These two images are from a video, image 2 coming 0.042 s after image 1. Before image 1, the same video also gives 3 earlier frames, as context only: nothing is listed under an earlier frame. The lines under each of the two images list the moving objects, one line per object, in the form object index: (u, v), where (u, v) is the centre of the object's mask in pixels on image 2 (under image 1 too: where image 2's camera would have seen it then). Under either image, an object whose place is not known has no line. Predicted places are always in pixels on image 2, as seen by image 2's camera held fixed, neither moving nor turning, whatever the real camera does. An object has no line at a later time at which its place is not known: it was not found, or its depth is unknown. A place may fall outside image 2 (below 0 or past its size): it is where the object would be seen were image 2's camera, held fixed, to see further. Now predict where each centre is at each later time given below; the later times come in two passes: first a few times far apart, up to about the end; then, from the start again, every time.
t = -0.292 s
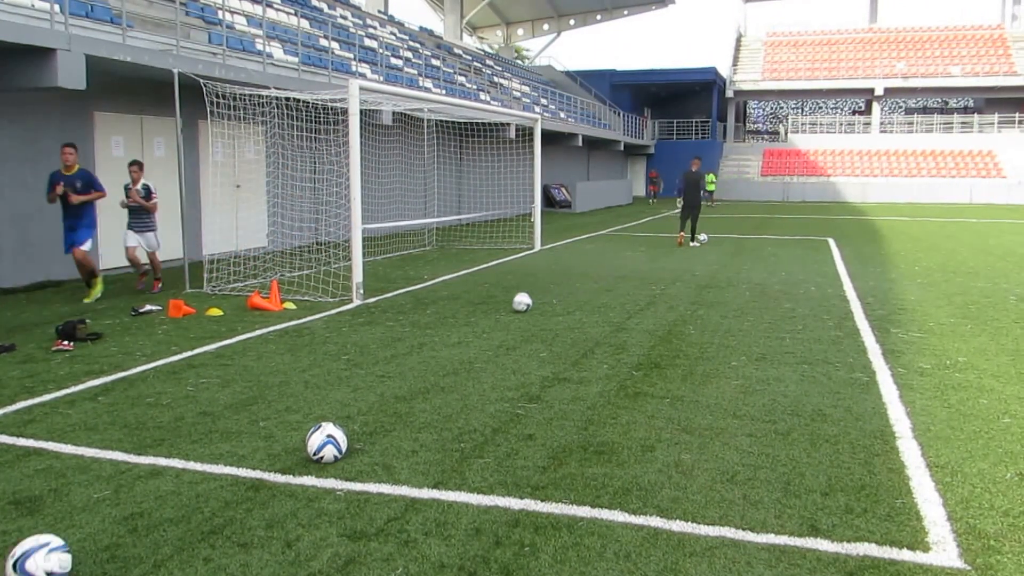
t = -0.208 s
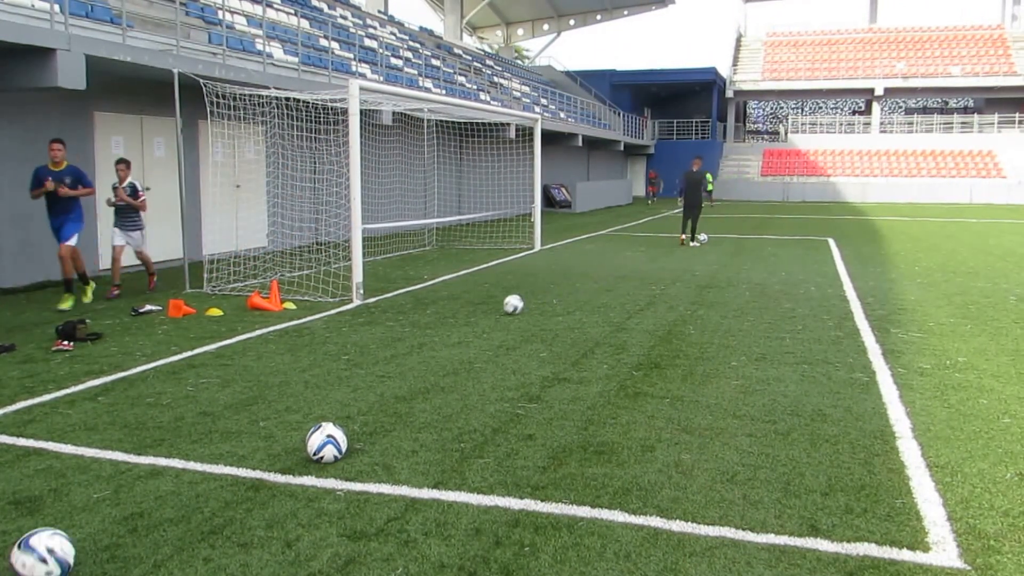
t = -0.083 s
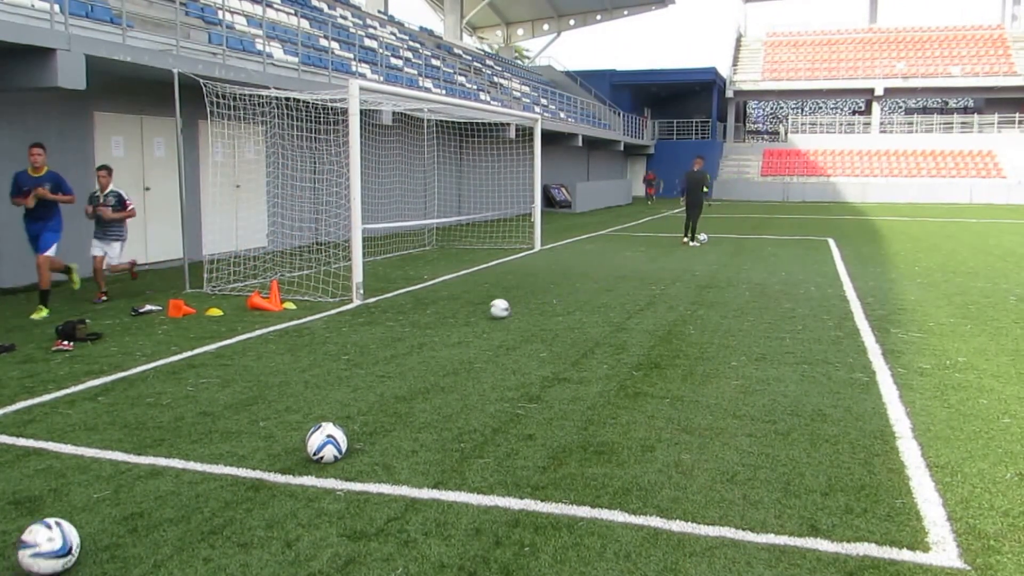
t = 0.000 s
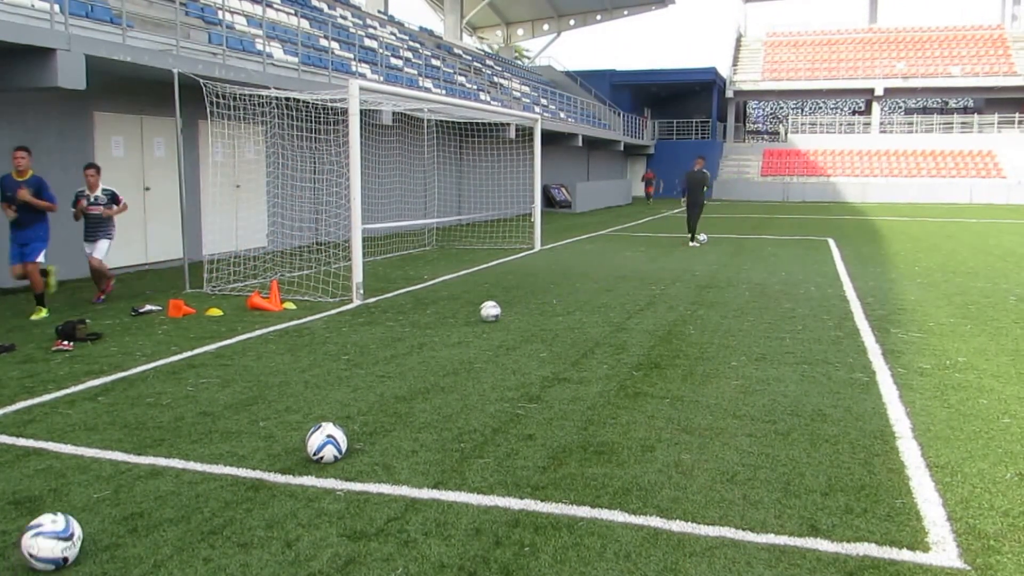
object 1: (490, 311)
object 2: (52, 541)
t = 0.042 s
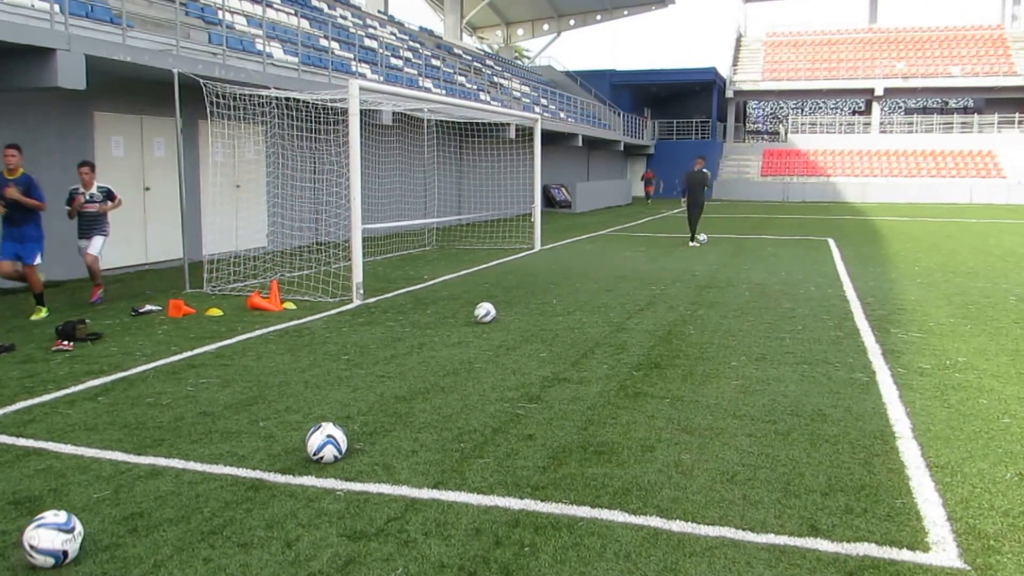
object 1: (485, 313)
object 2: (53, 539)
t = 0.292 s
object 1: (455, 320)
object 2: (57, 526)
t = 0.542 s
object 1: (424, 327)
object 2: (57, 516)
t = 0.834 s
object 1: (385, 338)
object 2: (49, 508)
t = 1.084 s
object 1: (349, 347)
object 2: (40, 505)
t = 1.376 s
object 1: (305, 359)
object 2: (36, 502)
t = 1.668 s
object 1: (259, 373)
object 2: (36, 500)
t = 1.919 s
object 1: (218, 384)
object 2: (36, 500)
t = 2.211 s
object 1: (168, 397)
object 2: (36, 500)
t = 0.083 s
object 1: (480, 314)
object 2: (54, 536)
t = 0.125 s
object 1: (475, 315)
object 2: (54, 534)
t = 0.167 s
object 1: (470, 317)
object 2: (56, 532)
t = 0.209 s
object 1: (465, 318)
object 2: (56, 530)
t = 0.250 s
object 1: (460, 318)
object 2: (56, 529)
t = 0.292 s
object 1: (455, 320)
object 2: (57, 526)
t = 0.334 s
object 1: (450, 321)
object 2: (57, 524)
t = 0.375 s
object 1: (445, 322)
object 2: (57, 522)
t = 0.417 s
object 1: (440, 323)
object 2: (57, 521)
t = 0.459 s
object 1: (434, 325)
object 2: (57, 519)
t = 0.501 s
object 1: (430, 326)
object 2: (57, 517)
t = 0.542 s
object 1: (424, 327)
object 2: (57, 516)
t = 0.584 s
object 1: (418, 329)
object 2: (56, 514)
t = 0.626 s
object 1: (413, 330)
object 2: (55, 513)
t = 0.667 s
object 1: (407, 331)
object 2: (54, 512)
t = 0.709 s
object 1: (402, 333)
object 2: (53, 511)
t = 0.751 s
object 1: (396, 334)
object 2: (52, 509)
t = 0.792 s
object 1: (391, 336)
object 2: (51, 508)
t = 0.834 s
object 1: (385, 338)
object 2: (49, 508)
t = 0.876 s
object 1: (379, 339)
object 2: (48, 507)
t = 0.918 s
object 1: (373, 341)
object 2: (46, 507)
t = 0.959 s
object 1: (367, 343)
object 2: (44, 506)
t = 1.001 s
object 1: (361, 344)
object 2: (42, 506)
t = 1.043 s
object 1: (355, 345)
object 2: (41, 505)
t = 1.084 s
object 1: (349, 347)
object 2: (40, 505)
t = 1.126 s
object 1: (343, 349)
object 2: (39, 505)
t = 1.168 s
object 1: (337, 351)
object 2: (38, 504)
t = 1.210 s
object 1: (331, 352)
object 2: (37, 504)
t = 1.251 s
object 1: (324, 354)
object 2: (37, 503)
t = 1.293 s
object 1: (318, 356)
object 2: (37, 503)
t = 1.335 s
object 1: (311, 358)
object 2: (36, 502)
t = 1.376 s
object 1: (305, 359)
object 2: (36, 502)
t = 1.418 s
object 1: (298, 361)
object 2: (36, 502)
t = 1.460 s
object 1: (292, 363)
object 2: (36, 501)
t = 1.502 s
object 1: (286, 365)
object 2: (36, 501)
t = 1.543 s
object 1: (279, 367)
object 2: (36, 501)
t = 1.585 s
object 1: (272, 369)
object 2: (37, 501)
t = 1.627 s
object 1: (265, 371)
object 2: (36, 500)
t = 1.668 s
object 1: (259, 373)
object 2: (36, 500)
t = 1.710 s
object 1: (252, 374)
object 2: (36, 500)
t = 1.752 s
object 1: (245, 377)
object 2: (36, 500)
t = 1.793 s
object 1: (238, 378)
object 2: (36, 500)
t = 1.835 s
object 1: (232, 380)
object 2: (36, 500)
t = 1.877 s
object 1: (225, 381)
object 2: (36, 500)
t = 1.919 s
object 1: (218, 384)
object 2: (36, 500)
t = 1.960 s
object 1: (211, 386)
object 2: (36, 500)
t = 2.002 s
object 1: (204, 388)
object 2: (36, 500)
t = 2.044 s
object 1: (196, 390)
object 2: (36, 500)
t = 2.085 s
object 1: (189, 391)
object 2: (36, 500)
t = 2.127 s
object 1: (182, 393)
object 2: (36, 500)
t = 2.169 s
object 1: (175, 395)
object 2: (36, 500)
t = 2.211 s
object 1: (168, 397)
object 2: (36, 500)
